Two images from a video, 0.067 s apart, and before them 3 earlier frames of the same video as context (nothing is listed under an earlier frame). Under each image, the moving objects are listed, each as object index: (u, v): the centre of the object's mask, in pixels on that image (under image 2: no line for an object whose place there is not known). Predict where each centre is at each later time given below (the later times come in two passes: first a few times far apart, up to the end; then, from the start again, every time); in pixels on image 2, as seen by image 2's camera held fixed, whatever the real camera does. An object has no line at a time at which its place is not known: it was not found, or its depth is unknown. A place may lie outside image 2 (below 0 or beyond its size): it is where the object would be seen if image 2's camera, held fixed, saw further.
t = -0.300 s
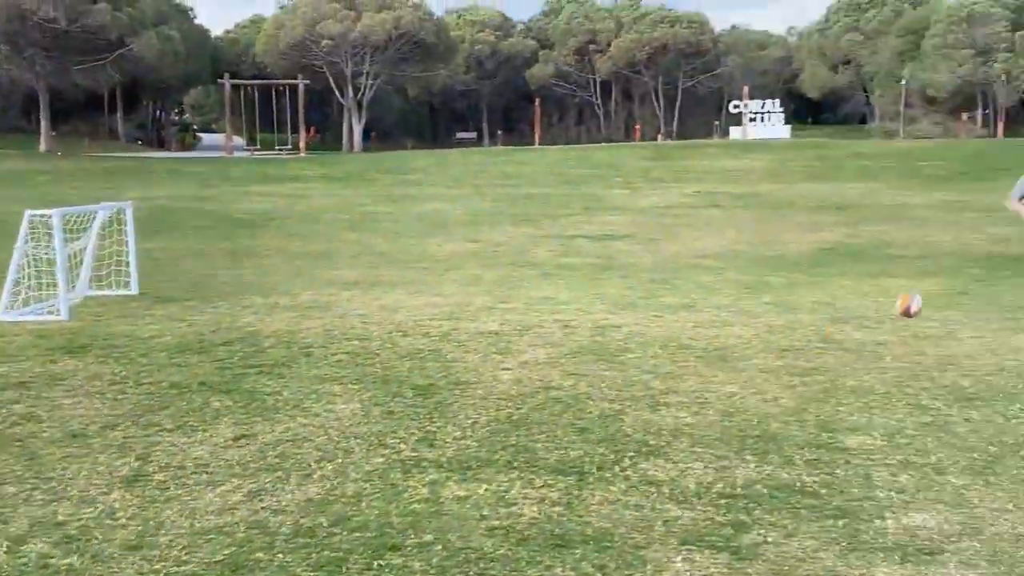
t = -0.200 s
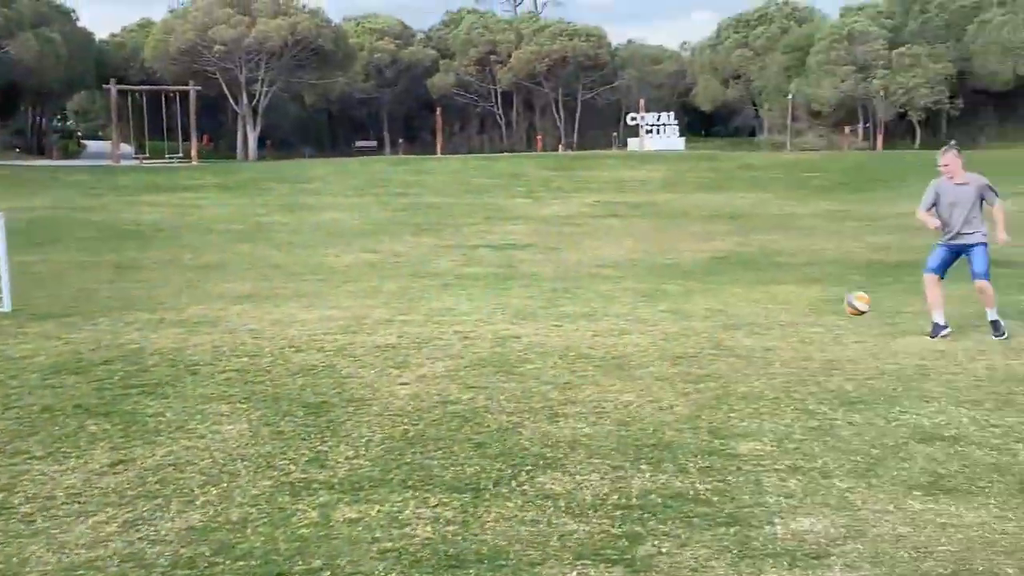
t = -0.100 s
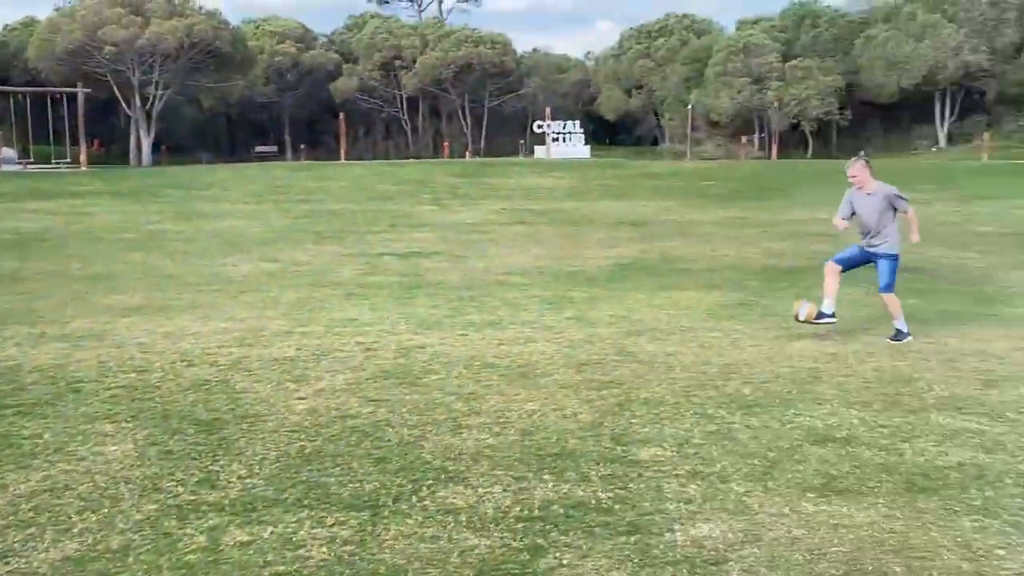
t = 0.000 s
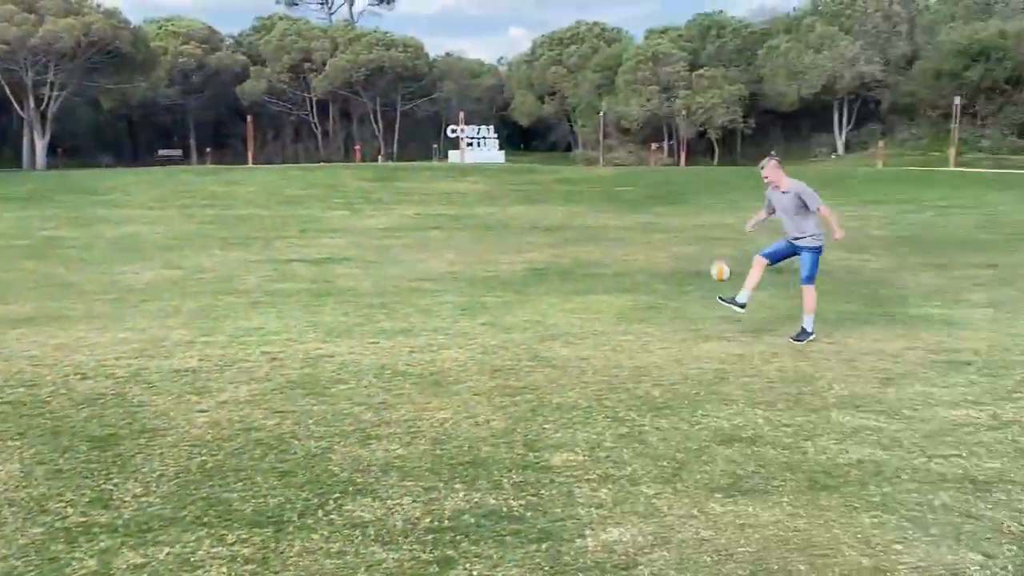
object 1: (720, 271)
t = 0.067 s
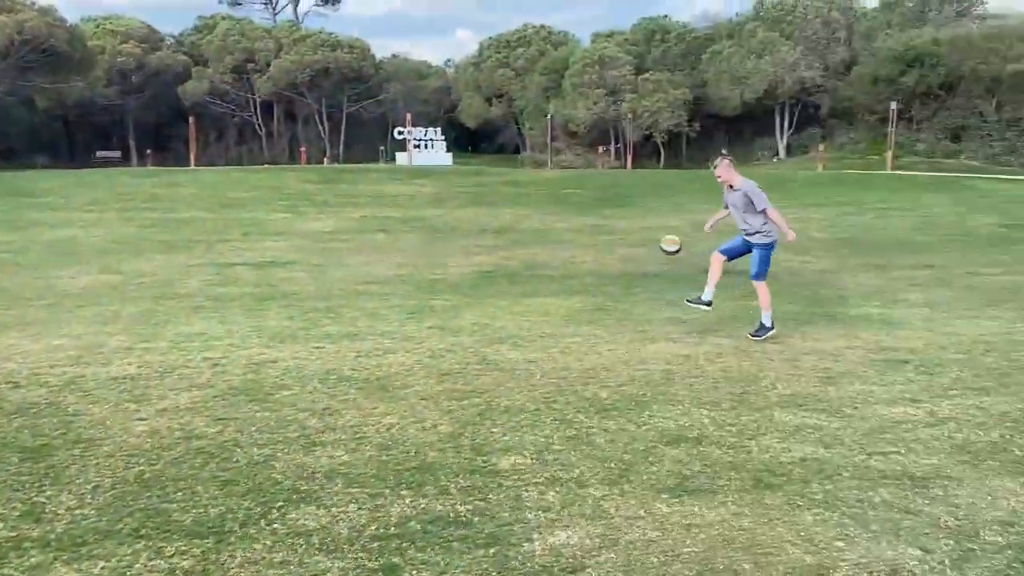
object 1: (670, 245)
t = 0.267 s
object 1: (683, 191)
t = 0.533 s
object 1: (703, 180)
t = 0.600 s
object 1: (704, 187)
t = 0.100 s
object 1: (673, 233)
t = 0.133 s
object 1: (675, 222)
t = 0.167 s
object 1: (676, 212)
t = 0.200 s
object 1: (679, 204)
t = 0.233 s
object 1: (681, 197)
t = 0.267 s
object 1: (683, 191)
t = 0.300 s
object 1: (685, 185)
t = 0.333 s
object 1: (689, 181)
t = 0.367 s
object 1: (690, 178)
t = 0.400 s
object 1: (692, 176)
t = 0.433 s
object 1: (694, 176)
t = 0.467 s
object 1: (698, 176)
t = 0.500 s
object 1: (700, 177)
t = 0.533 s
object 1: (703, 180)
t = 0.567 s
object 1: (702, 182)
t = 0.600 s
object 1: (704, 187)
